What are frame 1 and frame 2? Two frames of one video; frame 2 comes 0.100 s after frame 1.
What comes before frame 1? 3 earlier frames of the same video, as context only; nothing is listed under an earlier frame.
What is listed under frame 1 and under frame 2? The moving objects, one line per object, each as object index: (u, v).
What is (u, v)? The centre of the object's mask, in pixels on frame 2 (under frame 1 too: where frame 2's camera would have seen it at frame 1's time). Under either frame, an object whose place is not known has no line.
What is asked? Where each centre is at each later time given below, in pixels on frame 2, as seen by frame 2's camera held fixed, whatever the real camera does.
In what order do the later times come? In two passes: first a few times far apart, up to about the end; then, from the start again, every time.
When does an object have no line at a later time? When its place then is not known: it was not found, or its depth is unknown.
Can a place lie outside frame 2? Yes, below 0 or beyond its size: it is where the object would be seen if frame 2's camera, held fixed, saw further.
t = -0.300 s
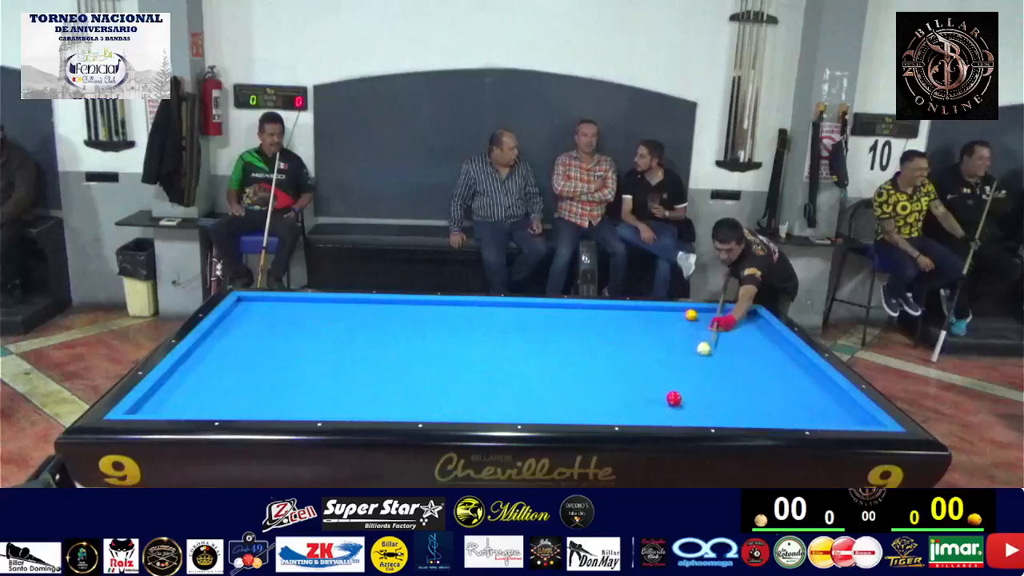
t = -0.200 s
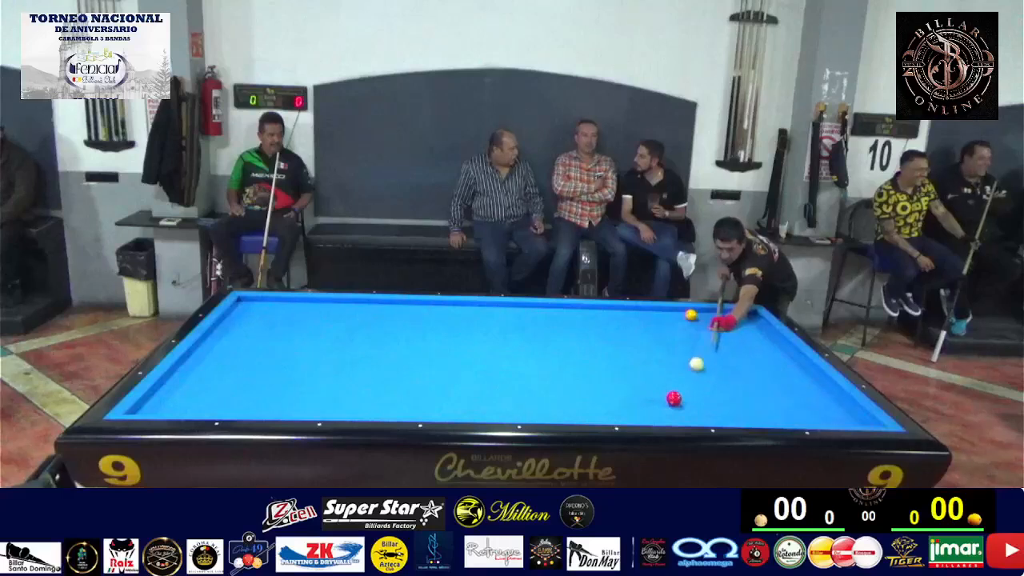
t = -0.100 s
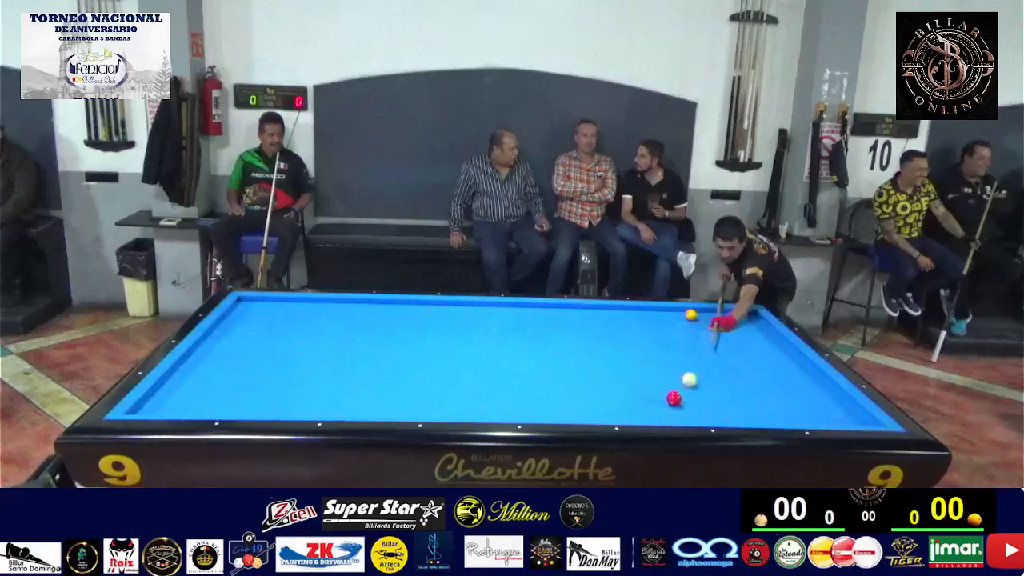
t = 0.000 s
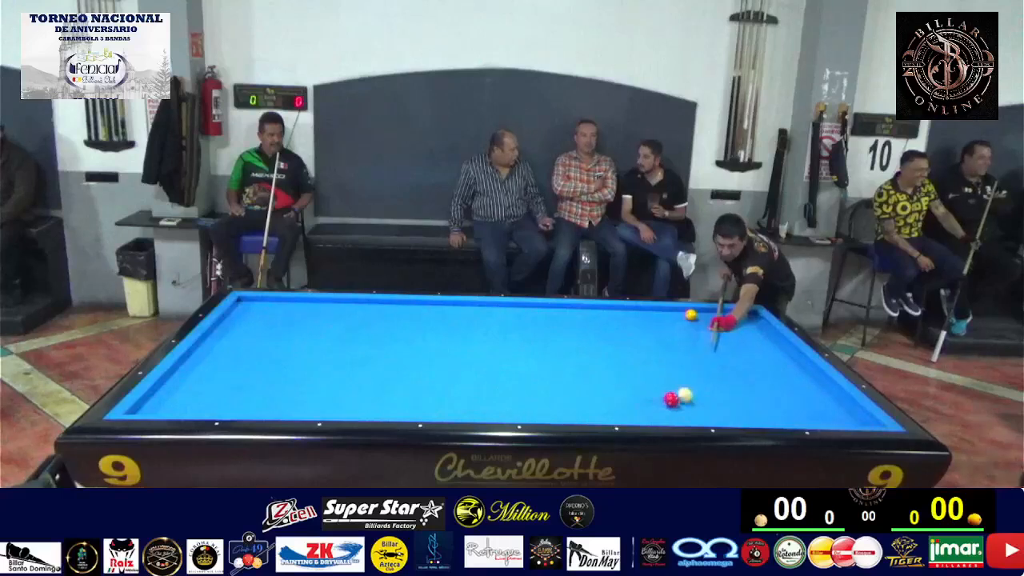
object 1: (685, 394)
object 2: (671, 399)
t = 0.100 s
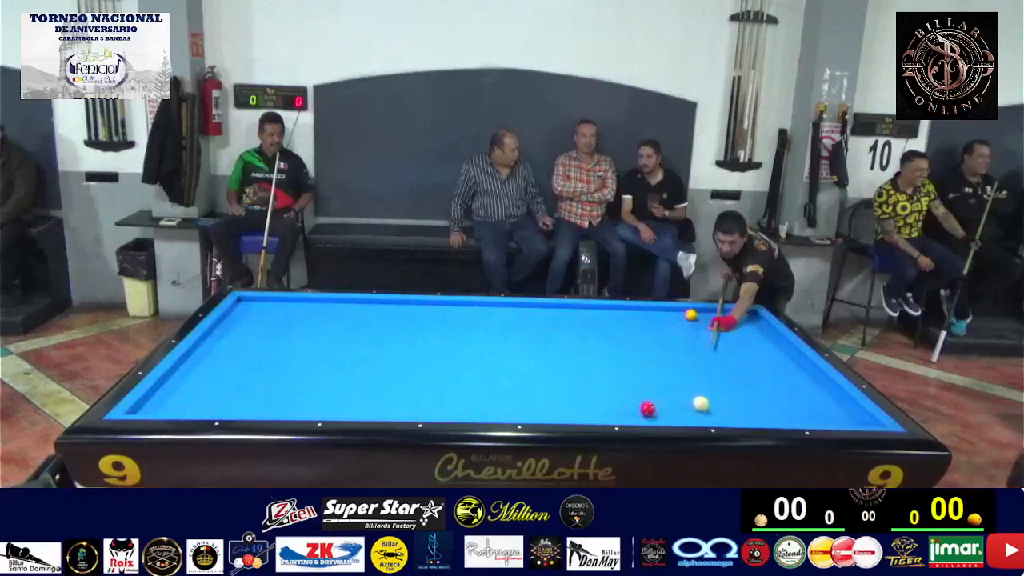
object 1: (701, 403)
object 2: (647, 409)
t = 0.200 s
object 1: (715, 413)
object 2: (625, 415)
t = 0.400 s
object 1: (732, 412)
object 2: (588, 410)
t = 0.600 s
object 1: (745, 402)
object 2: (555, 401)
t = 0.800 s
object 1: (757, 393)
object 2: (523, 393)
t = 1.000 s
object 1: (768, 385)
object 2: (493, 385)
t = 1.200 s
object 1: (779, 377)
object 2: (464, 378)
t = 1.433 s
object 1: (790, 369)
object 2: (433, 370)
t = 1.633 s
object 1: (799, 362)
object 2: (408, 363)
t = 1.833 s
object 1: (798, 355)
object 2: (383, 357)
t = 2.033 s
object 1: (782, 349)
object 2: (360, 352)
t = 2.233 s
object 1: (768, 342)
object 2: (338, 346)
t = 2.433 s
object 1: (754, 336)
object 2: (317, 341)
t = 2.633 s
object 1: (742, 331)
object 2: (297, 336)
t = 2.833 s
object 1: (729, 326)
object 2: (278, 331)
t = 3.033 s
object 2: (260, 327)
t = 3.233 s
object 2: (243, 322)
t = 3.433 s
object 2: (226, 318)
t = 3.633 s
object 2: (238, 315)
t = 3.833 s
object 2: (251, 312)
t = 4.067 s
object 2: (265, 308)
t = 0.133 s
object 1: (706, 406)
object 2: (641, 411)
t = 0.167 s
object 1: (710, 409)
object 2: (633, 413)
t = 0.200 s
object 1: (715, 413)
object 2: (625, 415)
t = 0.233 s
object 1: (719, 415)
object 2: (618, 416)
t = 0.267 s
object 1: (723, 417)
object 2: (612, 414)
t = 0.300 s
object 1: (726, 417)
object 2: (606, 413)
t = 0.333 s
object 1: (728, 416)
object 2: (600, 412)
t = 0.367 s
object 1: (730, 414)
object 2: (594, 411)
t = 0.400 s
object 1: (732, 412)
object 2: (588, 410)
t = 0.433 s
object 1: (735, 410)
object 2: (582, 408)
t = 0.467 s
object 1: (737, 408)
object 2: (576, 407)
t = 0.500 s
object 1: (739, 406)
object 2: (571, 405)
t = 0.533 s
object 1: (741, 405)
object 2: (566, 404)
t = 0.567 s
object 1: (743, 403)
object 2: (560, 403)
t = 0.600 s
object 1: (745, 402)
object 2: (555, 401)
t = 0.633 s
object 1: (747, 400)
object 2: (549, 399)
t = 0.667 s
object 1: (749, 399)
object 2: (544, 398)
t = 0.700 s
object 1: (751, 397)
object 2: (539, 397)
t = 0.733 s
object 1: (753, 396)
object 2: (533, 396)
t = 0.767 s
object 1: (755, 394)
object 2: (528, 394)
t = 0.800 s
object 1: (757, 393)
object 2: (523, 393)
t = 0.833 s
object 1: (759, 392)
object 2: (518, 391)
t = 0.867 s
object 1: (761, 390)
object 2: (513, 390)
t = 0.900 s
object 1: (763, 389)
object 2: (508, 389)
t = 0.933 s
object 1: (765, 387)
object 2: (503, 388)
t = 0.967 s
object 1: (766, 386)
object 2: (498, 386)
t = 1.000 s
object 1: (768, 385)
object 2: (493, 385)
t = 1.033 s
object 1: (770, 383)
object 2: (488, 384)
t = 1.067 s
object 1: (772, 382)
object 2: (483, 383)
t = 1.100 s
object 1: (774, 381)
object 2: (478, 381)
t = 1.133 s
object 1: (775, 380)
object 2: (473, 380)
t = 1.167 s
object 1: (777, 378)
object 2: (469, 379)
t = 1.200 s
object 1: (779, 377)
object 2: (464, 378)
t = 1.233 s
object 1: (780, 376)
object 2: (460, 377)
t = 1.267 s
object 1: (782, 375)
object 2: (455, 376)
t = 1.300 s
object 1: (784, 373)
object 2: (451, 374)
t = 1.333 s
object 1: (785, 372)
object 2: (446, 373)
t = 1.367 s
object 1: (787, 371)
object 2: (442, 372)
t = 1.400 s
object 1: (788, 370)
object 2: (437, 371)
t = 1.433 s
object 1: (790, 369)
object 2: (433, 370)
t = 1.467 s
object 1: (791, 368)
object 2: (429, 369)
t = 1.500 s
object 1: (793, 366)
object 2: (424, 368)
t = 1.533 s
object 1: (795, 365)
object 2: (420, 367)
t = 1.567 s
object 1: (796, 364)
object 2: (416, 366)
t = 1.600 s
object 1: (798, 363)
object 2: (412, 365)
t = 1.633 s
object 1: (799, 362)
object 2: (408, 363)
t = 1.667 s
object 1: (800, 361)
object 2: (403, 362)
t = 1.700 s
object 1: (802, 359)
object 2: (399, 361)
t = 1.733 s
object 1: (803, 359)
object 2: (395, 360)
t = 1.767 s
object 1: (803, 358)
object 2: (391, 359)
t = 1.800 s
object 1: (800, 356)
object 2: (387, 358)
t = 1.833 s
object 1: (798, 355)
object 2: (383, 357)
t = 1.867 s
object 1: (795, 354)
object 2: (379, 356)
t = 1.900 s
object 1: (793, 353)
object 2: (375, 355)
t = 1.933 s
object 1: (790, 352)
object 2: (372, 354)
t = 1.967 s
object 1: (787, 351)
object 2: (368, 353)
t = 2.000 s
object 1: (785, 350)
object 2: (364, 353)
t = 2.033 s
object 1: (782, 349)
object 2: (360, 352)
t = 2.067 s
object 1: (780, 347)
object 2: (356, 350)
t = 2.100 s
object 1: (777, 346)
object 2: (353, 350)
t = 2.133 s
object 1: (775, 345)
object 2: (349, 349)
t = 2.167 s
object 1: (773, 344)
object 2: (345, 348)
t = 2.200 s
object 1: (770, 343)
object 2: (342, 347)
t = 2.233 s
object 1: (768, 342)
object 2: (338, 346)
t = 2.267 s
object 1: (765, 341)
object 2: (335, 345)
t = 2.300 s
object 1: (763, 340)
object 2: (331, 344)
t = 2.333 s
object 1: (761, 339)
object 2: (327, 344)
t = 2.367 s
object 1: (759, 338)
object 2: (324, 342)
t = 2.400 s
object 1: (756, 337)
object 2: (321, 342)
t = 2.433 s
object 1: (754, 336)
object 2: (317, 341)
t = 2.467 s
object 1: (752, 335)
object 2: (314, 340)
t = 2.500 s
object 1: (750, 334)
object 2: (310, 339)
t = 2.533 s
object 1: (748, 334)
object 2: (307, 339)
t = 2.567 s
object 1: (746, 333)
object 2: (304, 338)
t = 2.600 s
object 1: (744, 332)
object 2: (301, 337)
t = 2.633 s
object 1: (742, 331)
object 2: (297, 336)
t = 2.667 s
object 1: (739, 330)
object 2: (294, 335)
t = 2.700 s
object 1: (737, 329)
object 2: (291, 334)
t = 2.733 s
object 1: (735, 328)
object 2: (288, 334)
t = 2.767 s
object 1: (734, 327)
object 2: (285, 332)
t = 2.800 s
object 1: (731, 326)
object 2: (282, 332)
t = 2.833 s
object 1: (729, 326)
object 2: (278, 331)
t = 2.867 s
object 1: (728, 325)
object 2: (275, 330)
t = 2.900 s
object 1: (726, 324)
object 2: (272, 330)
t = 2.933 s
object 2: (269, 329)
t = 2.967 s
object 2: (266, 328)
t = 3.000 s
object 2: (263, 327)
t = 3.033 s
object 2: (260, 327)
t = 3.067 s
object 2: (257, 326)
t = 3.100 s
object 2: (254, 325)
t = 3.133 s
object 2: (252, 324)
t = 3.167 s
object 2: (249, 323)
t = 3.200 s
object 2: (246, 323)
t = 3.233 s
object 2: (243, 322)
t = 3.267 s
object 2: (240, 321)
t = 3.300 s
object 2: (237, 321)
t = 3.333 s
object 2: (235, 320)
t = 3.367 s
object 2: (232, 319)
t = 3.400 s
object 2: (229, 318)
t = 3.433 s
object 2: (226, 318)
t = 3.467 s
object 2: (226, 318)
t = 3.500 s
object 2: (228, 317)
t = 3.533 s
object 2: (231, 317)
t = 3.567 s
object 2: (233, 316)
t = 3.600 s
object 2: (235, 315)
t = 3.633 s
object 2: (238, 315)
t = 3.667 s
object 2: (240, 314)
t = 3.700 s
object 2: (242, 314)
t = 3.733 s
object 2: (244, 313)
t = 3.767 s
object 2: (246, 313)
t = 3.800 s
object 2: (249, 312)
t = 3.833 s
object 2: (251, 312)
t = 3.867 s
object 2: (253, 311)
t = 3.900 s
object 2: (255, 311)
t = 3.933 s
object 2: (257, 310)
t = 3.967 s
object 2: (259, 310)
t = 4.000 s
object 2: (261, 309)
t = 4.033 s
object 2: (263, 309)
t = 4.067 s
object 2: (265, 308)
